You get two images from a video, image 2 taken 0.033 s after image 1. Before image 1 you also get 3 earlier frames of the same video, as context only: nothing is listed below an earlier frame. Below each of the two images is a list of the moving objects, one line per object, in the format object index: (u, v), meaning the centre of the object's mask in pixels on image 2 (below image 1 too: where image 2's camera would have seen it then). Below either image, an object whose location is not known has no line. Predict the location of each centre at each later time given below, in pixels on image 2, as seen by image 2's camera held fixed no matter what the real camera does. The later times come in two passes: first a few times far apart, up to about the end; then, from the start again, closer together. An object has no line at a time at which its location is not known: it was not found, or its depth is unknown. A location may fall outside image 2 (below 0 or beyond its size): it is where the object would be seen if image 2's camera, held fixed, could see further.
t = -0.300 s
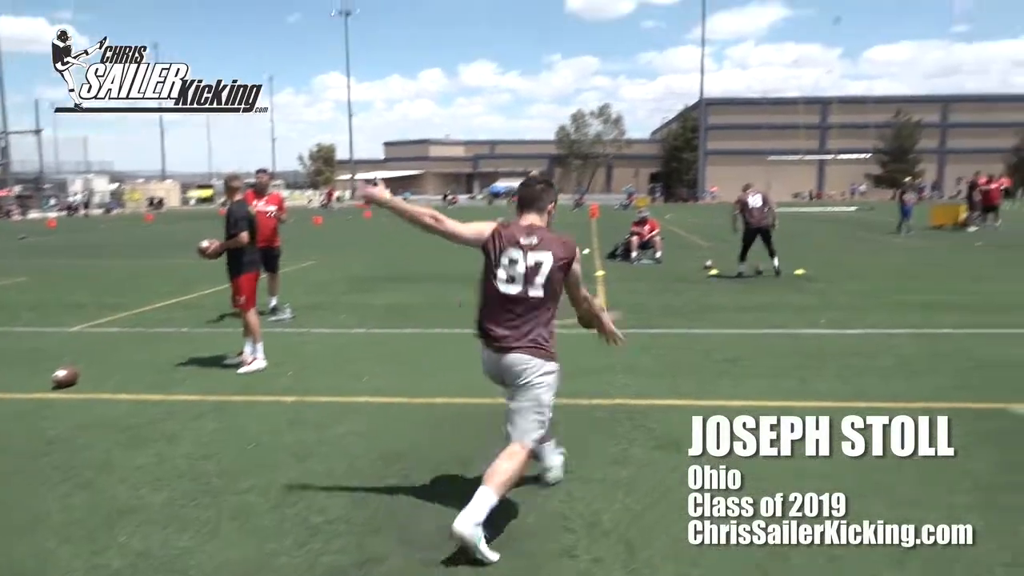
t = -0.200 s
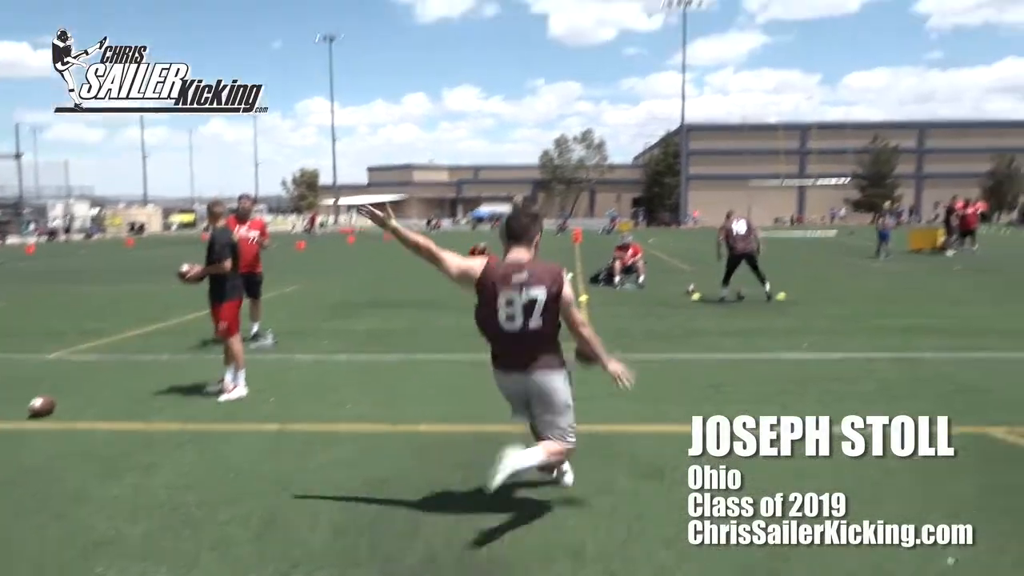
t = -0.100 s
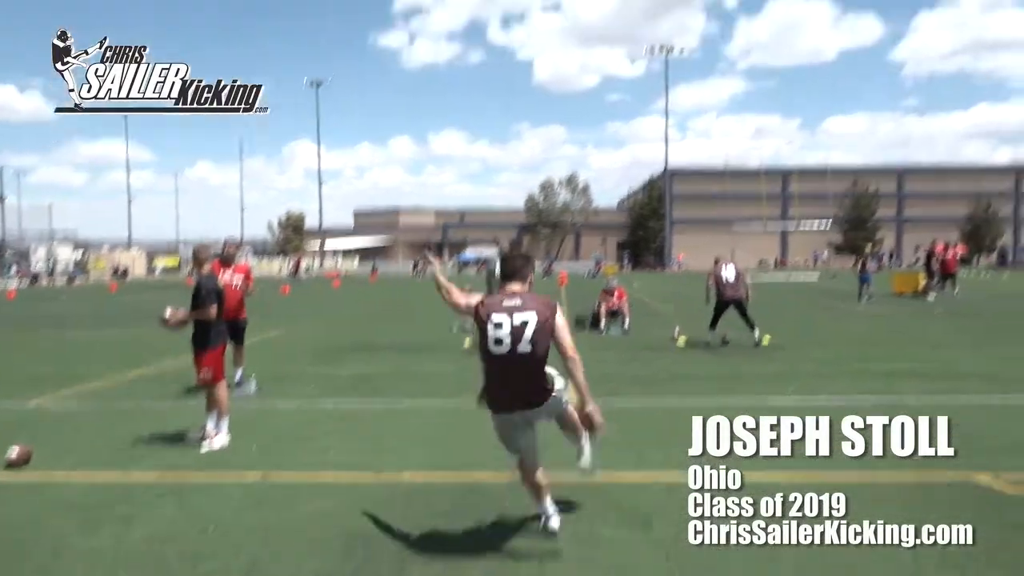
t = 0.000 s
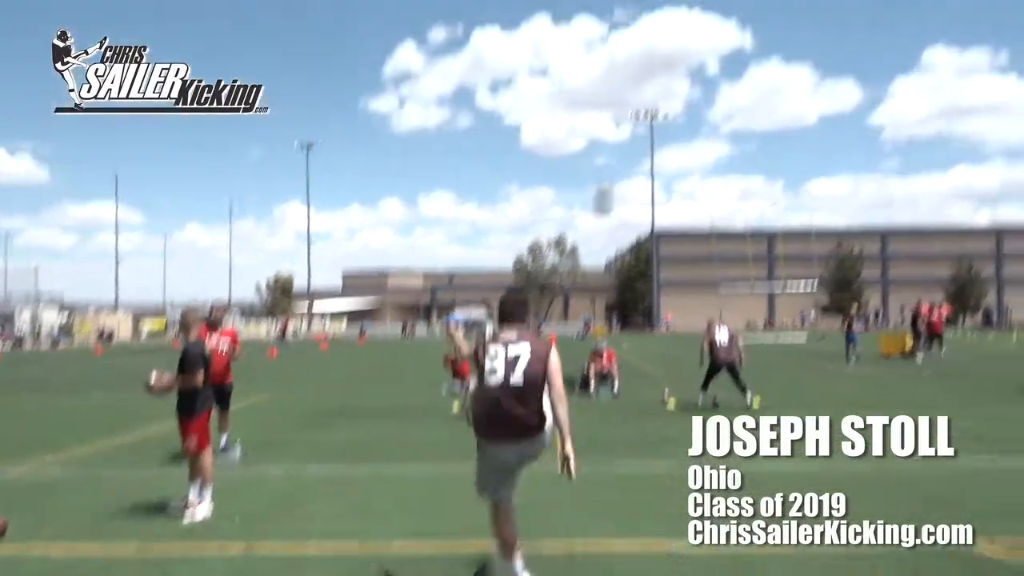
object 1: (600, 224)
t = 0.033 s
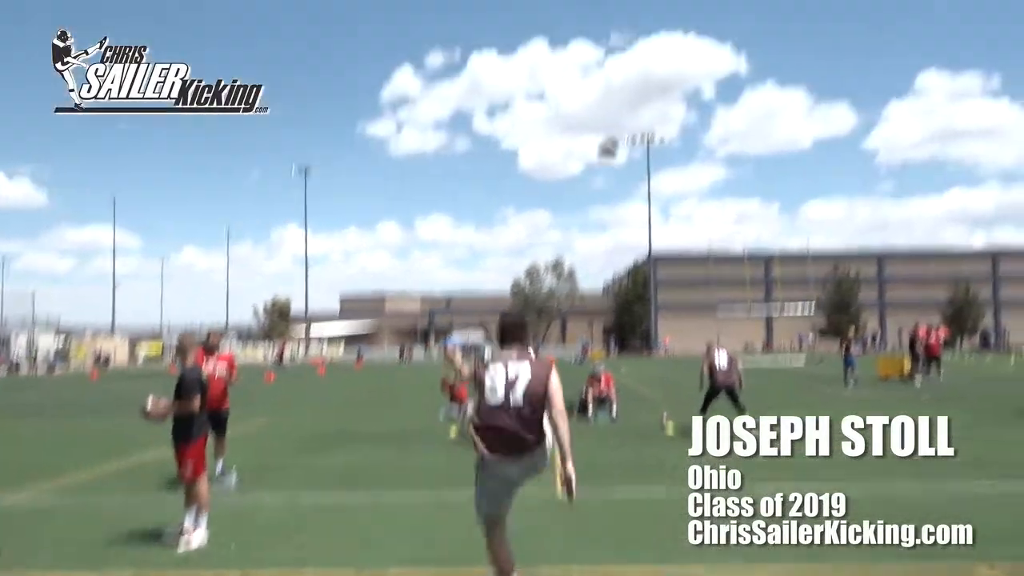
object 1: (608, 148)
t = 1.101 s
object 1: (546, -150)
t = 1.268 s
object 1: (530, -141)
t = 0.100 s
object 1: (615, 48)
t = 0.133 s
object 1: (617, 9)
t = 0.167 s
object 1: (616, -21)
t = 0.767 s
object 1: (580, -154)
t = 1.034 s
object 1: (552, -152)
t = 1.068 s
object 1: (549, -151)
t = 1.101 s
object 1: (546, -150)
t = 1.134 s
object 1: (542, -148)
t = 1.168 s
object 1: (540, -147)
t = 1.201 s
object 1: (536, -145)
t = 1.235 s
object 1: (533, -144)
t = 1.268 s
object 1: (530, -141)
